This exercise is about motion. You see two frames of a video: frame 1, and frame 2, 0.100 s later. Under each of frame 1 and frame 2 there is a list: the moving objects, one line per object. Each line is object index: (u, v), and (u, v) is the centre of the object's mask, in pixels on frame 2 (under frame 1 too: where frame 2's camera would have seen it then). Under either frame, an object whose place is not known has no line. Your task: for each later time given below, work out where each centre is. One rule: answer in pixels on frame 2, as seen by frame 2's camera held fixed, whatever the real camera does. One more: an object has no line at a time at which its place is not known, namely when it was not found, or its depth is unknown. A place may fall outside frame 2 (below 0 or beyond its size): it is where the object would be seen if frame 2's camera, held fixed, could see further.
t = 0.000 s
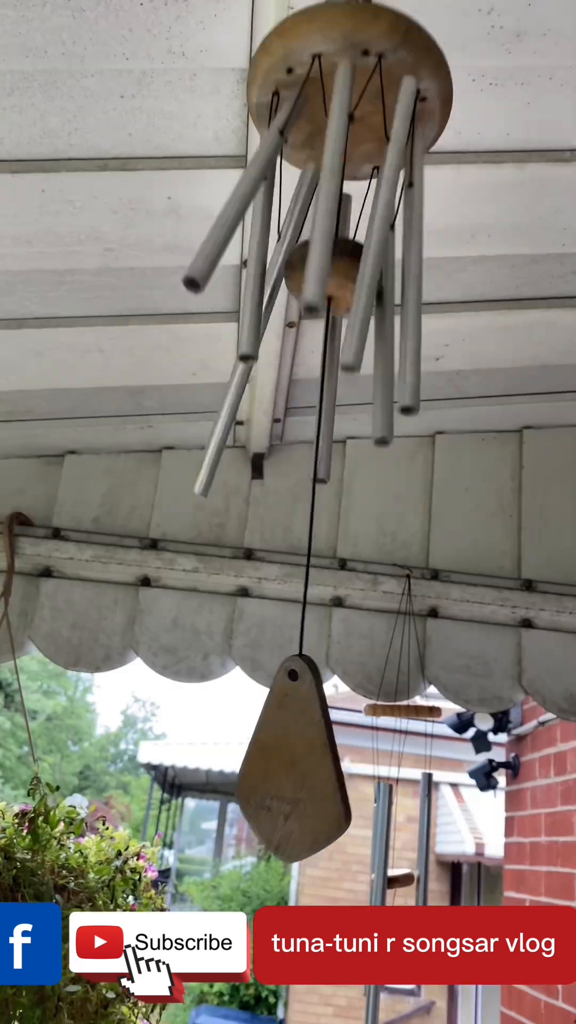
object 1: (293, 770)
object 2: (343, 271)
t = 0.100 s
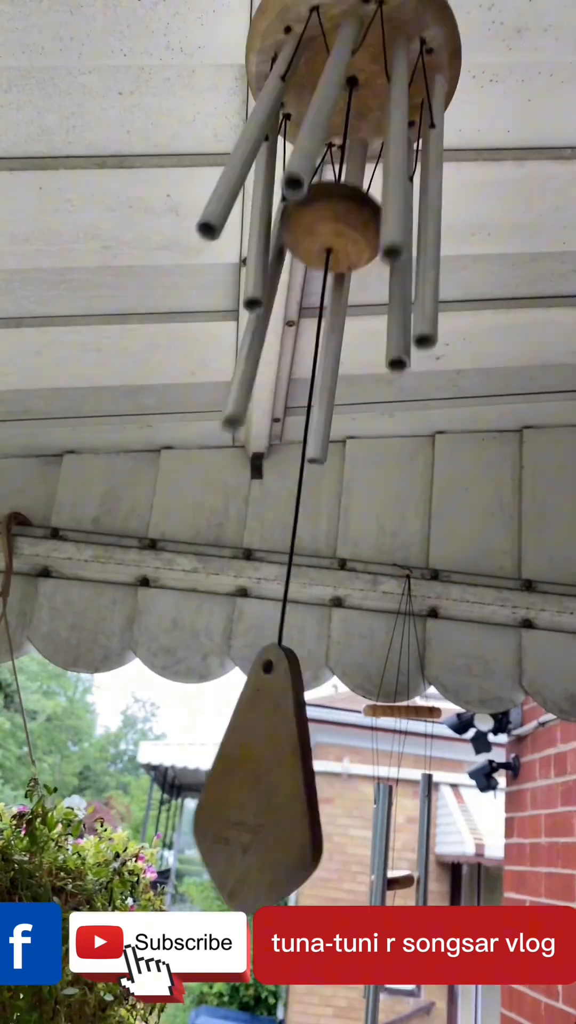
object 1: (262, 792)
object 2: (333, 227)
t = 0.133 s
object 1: (256, 792)
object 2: (339, 218)
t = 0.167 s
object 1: (244, 787)
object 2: (340, 202)
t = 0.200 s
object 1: (229, 759)
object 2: (350, 183)
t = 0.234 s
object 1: (225, 746)
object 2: (355, 179)
